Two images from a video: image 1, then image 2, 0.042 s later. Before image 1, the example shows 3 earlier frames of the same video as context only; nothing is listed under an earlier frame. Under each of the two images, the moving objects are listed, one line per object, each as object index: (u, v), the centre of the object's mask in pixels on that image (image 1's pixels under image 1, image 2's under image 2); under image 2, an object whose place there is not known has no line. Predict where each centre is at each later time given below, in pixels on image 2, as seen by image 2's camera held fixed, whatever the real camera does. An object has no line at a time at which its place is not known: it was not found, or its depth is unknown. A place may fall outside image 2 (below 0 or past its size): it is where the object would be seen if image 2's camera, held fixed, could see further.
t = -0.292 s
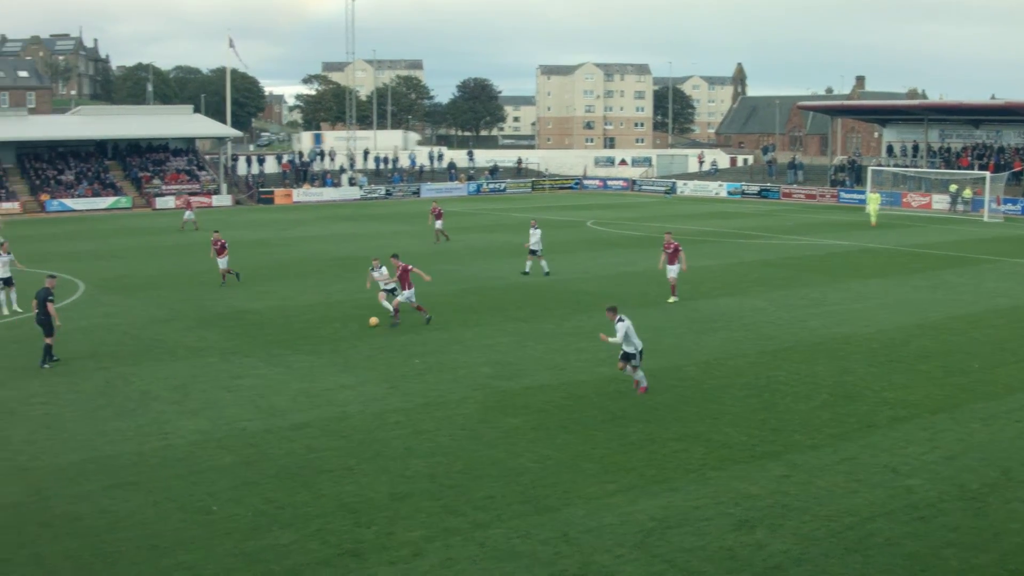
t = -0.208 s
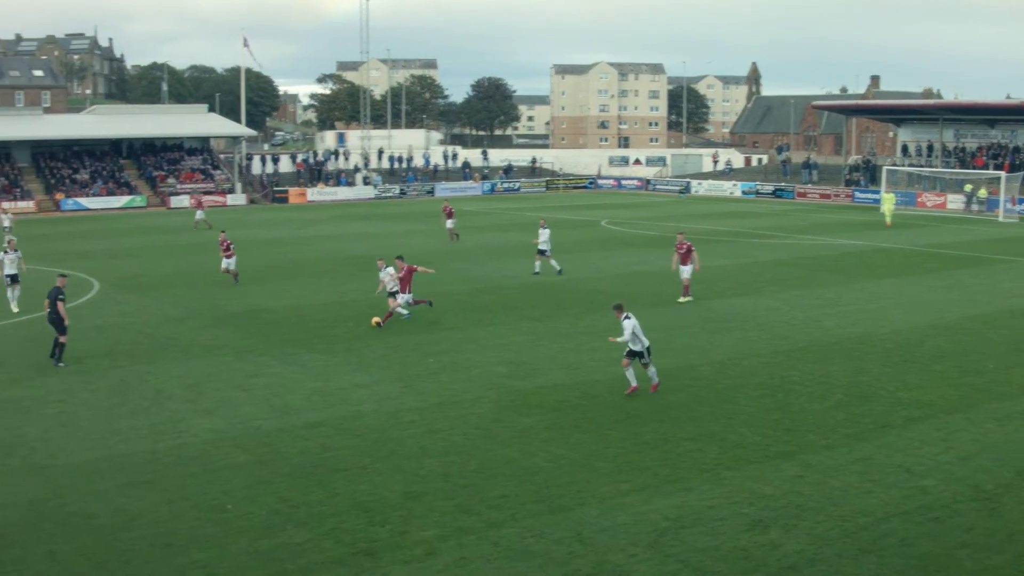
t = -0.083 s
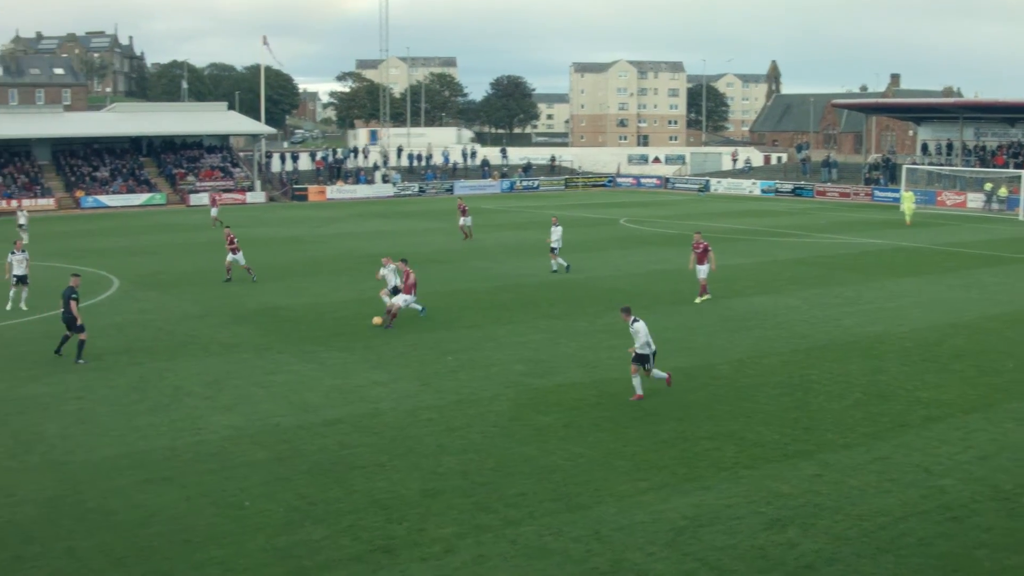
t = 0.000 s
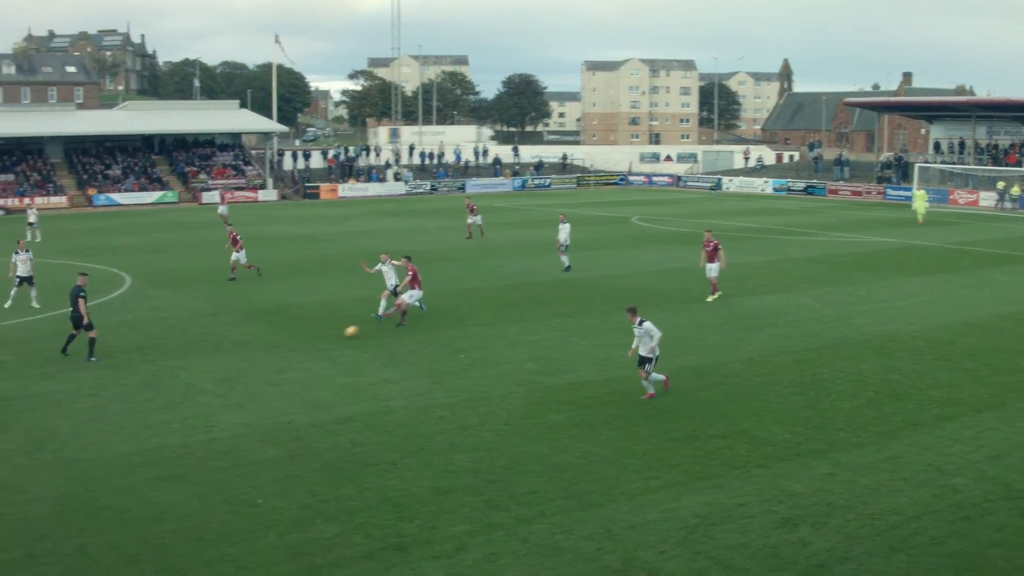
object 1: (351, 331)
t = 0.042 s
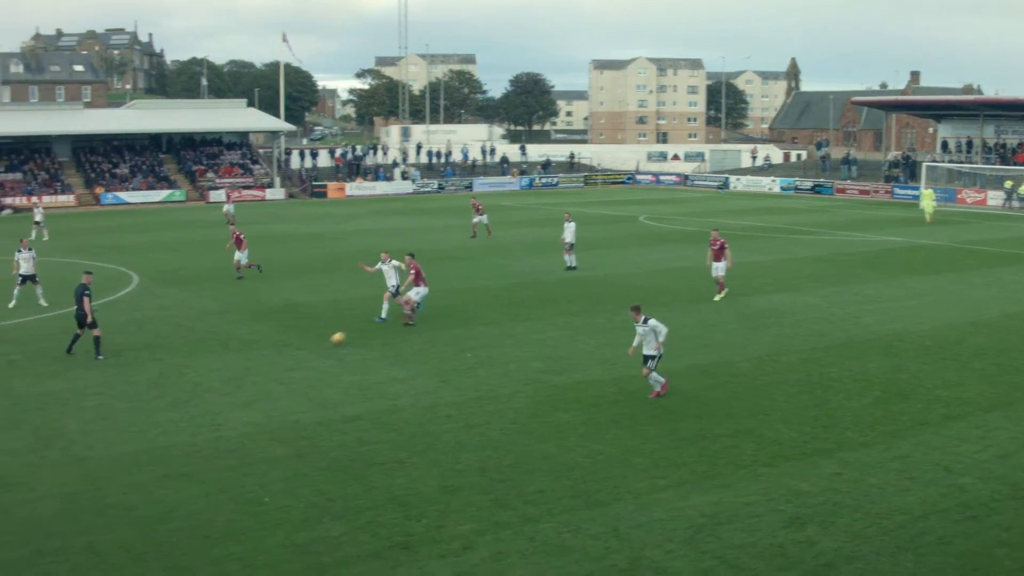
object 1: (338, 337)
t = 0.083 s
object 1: (319, 347)
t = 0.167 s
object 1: (284, 359)
